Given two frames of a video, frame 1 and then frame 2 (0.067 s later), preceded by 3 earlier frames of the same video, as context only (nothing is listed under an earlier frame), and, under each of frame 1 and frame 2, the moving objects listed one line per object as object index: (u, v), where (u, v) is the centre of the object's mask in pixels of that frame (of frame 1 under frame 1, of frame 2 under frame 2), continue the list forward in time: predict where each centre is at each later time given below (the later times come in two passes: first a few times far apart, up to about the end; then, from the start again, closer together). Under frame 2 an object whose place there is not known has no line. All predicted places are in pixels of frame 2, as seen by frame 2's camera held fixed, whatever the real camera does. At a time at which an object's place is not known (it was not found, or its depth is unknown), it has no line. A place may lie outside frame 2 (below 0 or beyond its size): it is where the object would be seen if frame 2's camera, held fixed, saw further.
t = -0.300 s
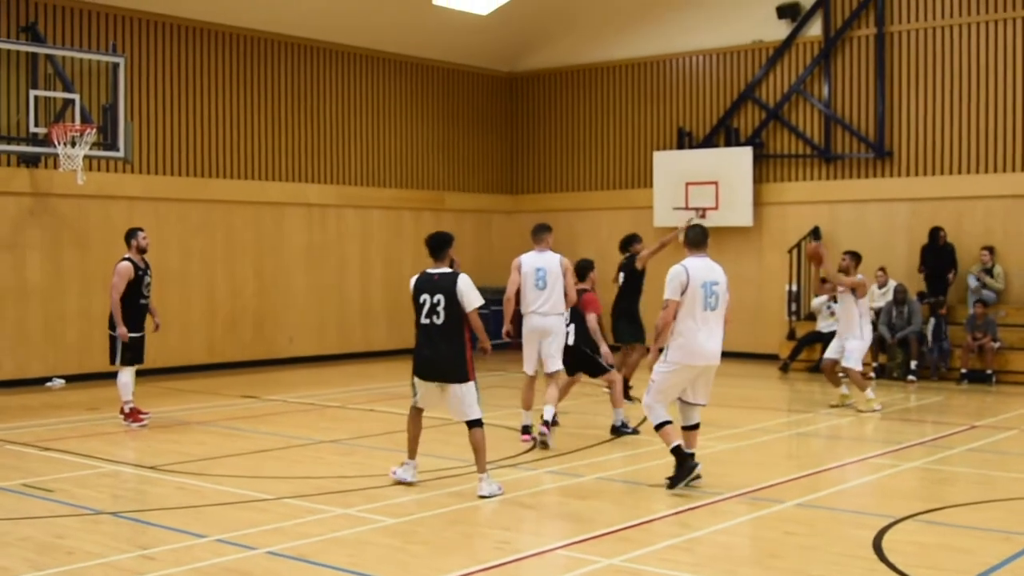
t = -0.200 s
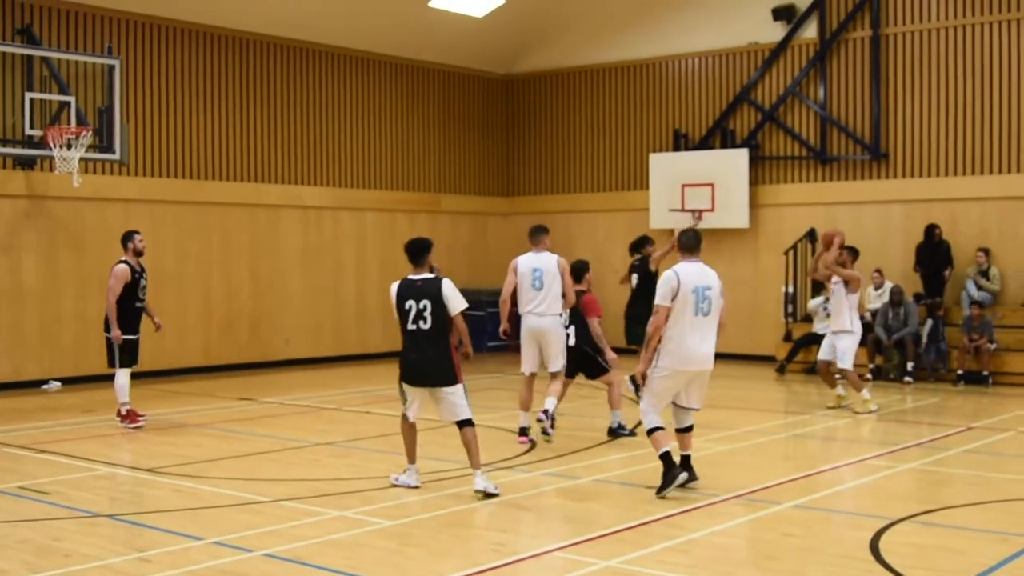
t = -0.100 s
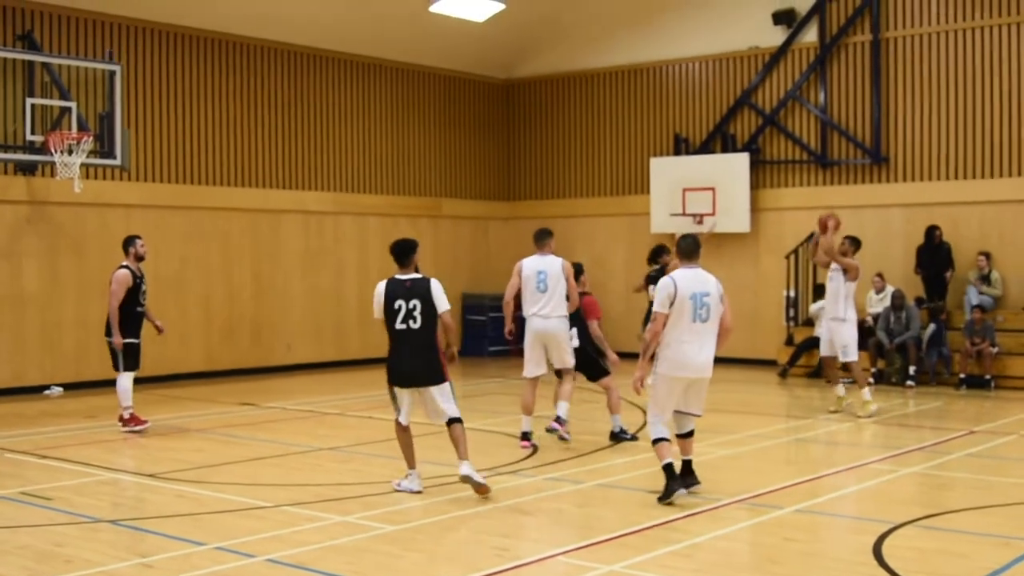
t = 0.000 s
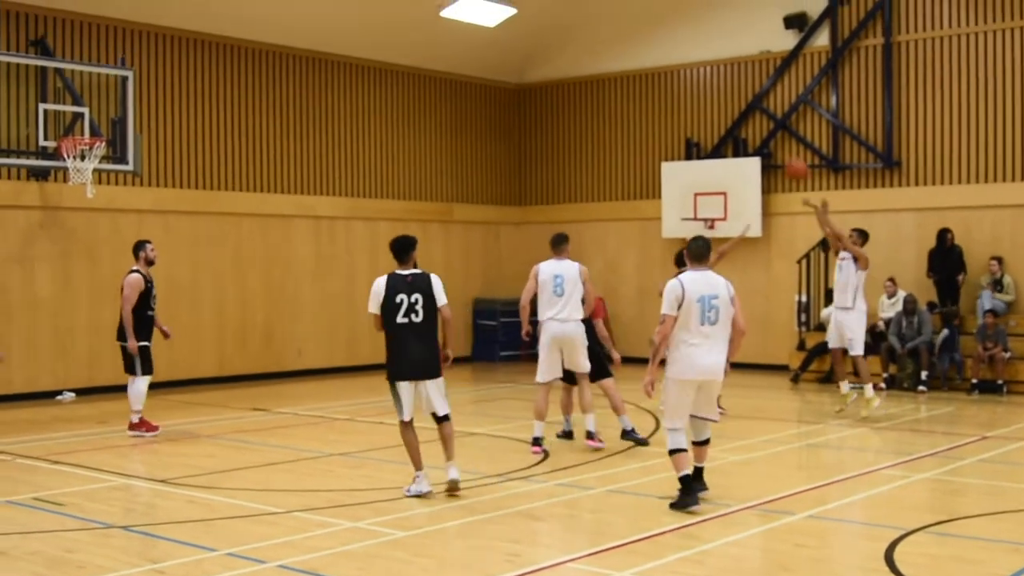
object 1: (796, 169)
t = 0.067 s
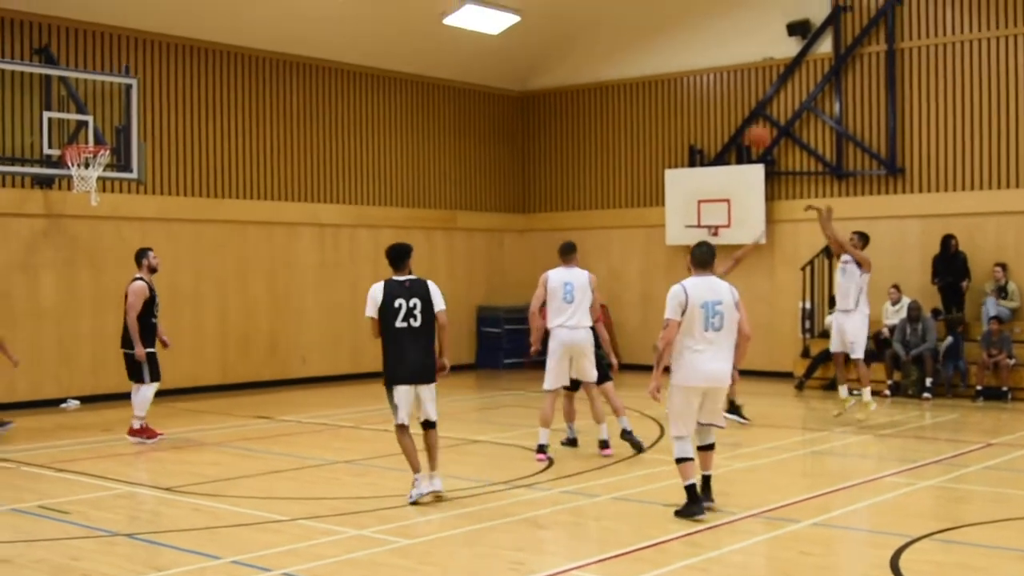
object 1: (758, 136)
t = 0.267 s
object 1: (636, 47)
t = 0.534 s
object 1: (480, -18)
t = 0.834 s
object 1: (315, -8)
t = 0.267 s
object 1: (636, 47)
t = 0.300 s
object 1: (615, 35)
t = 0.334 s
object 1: (596, 24)
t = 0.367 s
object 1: (577, 15)
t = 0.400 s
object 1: (558, 7)
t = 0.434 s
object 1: (539, -1)
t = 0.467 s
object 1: (519, -8)
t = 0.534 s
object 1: (480, -18)
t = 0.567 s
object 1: (461, -21)
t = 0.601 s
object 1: (442, -22)
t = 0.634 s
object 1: (424, -22)
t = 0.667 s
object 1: (405, -23)
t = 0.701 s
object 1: (387, -24)
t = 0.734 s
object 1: (368, -20)
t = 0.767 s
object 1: (352, -18)
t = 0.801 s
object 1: (335, -14)
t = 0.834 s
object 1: (315, -8)
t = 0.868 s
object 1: (296, -2)
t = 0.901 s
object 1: (280, 4)
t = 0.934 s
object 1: (262, 11)
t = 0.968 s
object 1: (244, 20)
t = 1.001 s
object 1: (225, 28)
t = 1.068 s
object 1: (190, 48)
